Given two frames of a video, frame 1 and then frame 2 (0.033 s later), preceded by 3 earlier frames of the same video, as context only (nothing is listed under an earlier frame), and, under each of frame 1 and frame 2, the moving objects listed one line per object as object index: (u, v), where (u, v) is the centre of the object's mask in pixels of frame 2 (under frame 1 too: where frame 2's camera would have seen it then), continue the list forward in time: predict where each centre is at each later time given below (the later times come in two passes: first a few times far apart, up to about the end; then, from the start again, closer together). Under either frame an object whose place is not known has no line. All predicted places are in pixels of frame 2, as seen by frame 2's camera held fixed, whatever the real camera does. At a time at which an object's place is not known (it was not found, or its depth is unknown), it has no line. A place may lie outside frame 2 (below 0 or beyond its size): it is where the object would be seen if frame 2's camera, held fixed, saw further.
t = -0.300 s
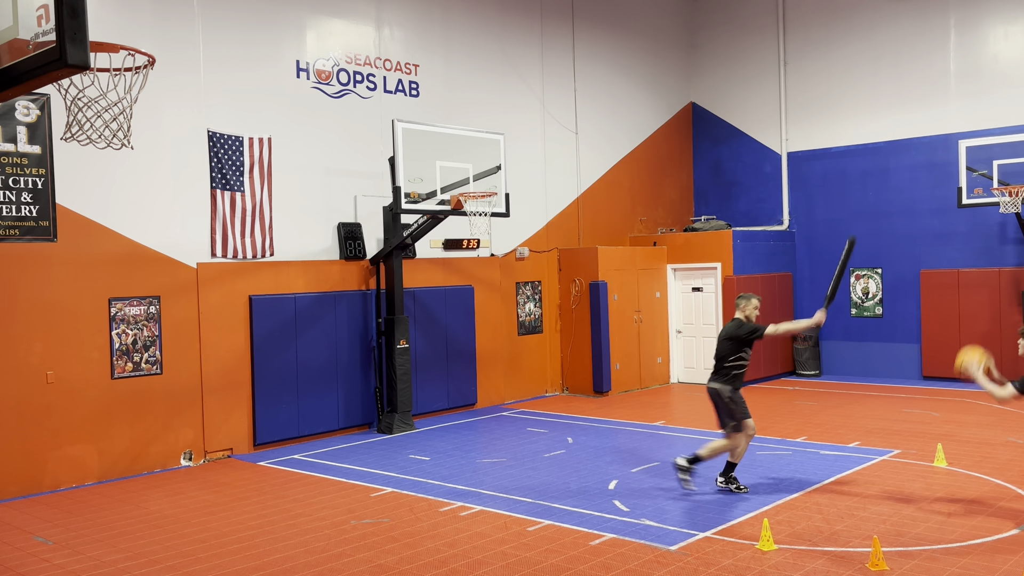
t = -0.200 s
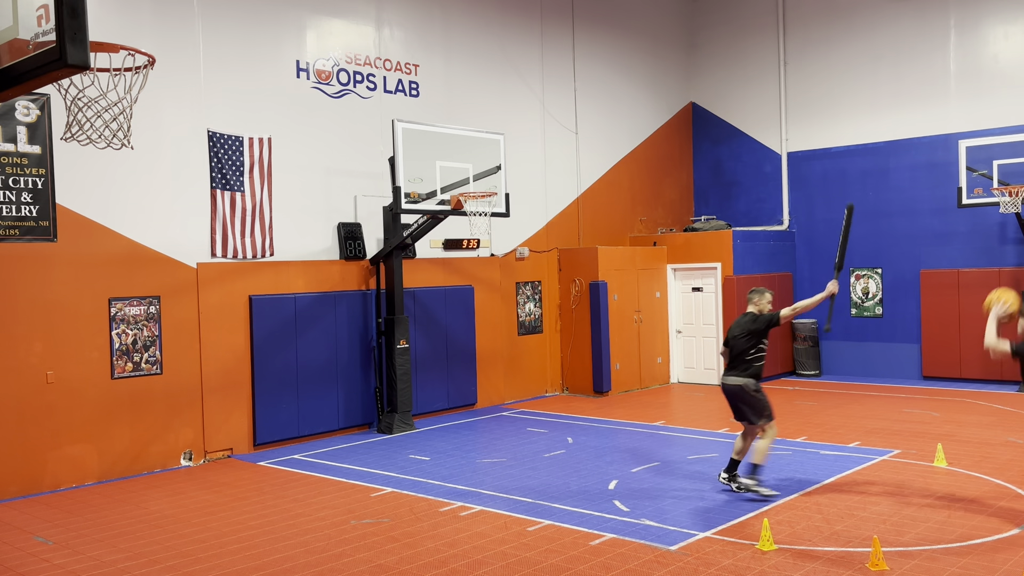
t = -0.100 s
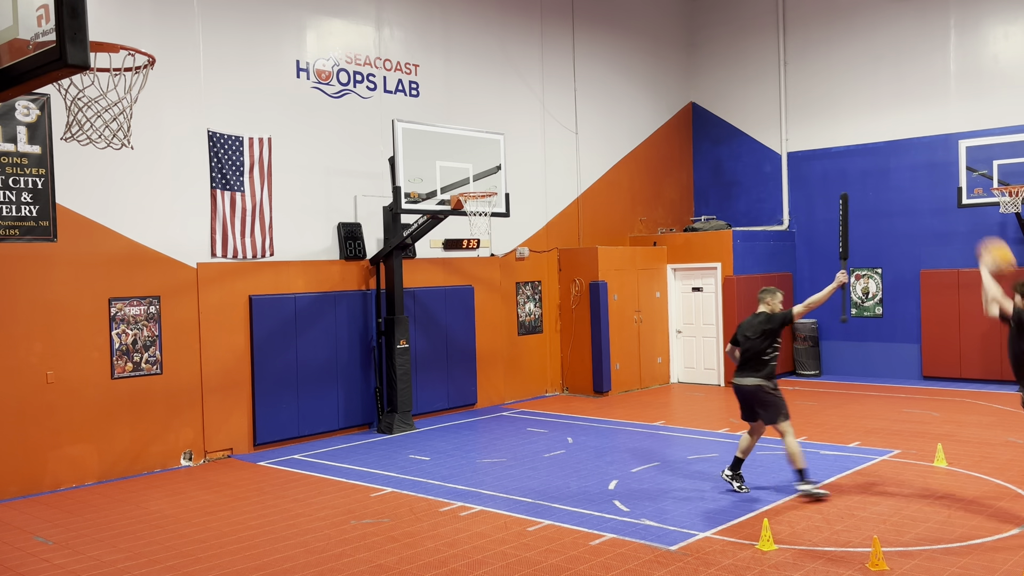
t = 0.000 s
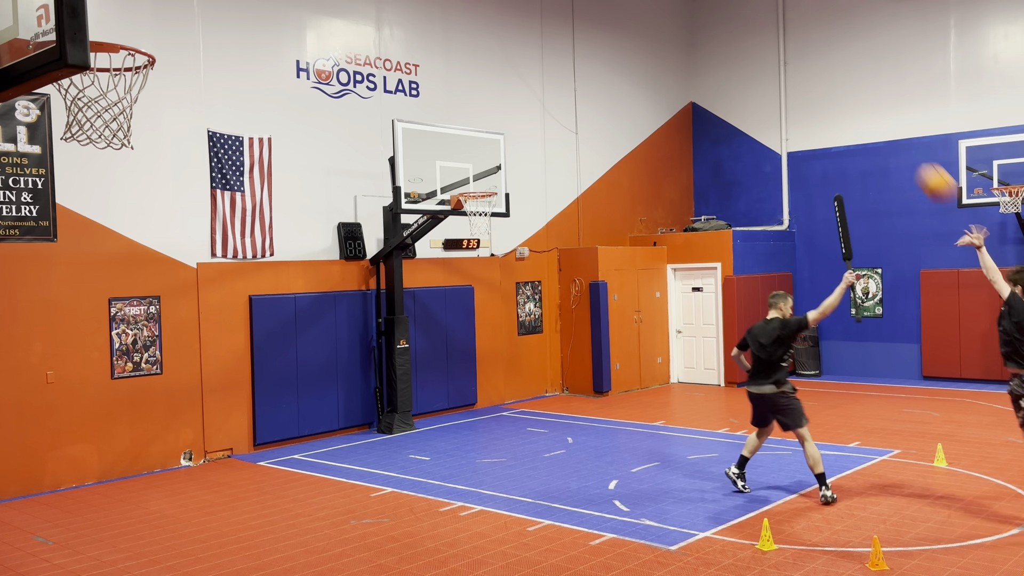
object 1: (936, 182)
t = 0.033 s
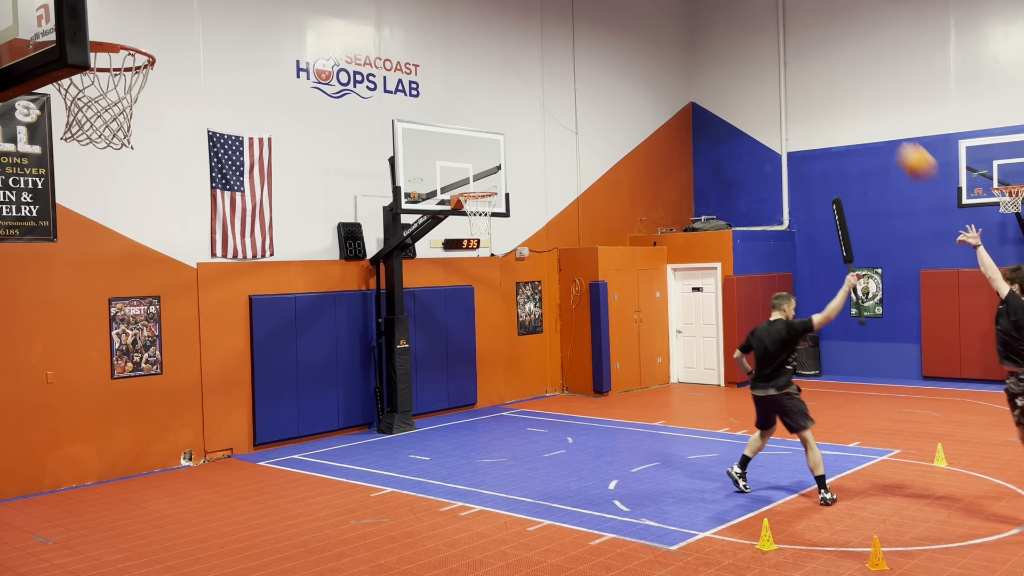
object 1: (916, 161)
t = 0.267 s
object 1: (790, 60)
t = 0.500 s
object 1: (691, 31)
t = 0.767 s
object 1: (599, 64)
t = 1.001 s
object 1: (532, 136)
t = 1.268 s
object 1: (543, 229)
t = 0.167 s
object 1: (839, 93)
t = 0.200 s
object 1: (822, 80)
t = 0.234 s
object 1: (805, 69)
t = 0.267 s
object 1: (790, 60)
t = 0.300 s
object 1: (774, 52)
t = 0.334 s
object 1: (759, 45)
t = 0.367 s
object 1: (745, 40)
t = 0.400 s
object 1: (731, 36)
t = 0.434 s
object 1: (717, 33)
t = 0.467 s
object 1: (704, 31)
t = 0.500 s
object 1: (691, 31)
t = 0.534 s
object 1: (678, 31)
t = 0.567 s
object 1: (666, 33)
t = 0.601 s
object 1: (654, 36)
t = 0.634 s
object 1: (642, 40)
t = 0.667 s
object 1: (631, 44)
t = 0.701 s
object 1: (620, 50)
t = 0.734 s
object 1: (609, 56)
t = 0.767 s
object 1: (599, 64)
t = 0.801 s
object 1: (588, 72)
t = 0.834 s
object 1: (579, 80)
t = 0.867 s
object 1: (569, 90)
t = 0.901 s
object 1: (559, 101)
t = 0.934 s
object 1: (550, 112)
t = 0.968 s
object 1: (541, 123)
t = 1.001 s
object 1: (532, 136)
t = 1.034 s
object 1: (523, 149)
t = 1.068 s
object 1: (515, 163)
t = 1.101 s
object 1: (507, 177)
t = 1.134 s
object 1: (501, 191)
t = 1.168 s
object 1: (510, 199)
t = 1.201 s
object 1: (520, 208)
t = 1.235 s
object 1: (530, 218)
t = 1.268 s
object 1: (543, 229)
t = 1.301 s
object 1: (553, 238)
